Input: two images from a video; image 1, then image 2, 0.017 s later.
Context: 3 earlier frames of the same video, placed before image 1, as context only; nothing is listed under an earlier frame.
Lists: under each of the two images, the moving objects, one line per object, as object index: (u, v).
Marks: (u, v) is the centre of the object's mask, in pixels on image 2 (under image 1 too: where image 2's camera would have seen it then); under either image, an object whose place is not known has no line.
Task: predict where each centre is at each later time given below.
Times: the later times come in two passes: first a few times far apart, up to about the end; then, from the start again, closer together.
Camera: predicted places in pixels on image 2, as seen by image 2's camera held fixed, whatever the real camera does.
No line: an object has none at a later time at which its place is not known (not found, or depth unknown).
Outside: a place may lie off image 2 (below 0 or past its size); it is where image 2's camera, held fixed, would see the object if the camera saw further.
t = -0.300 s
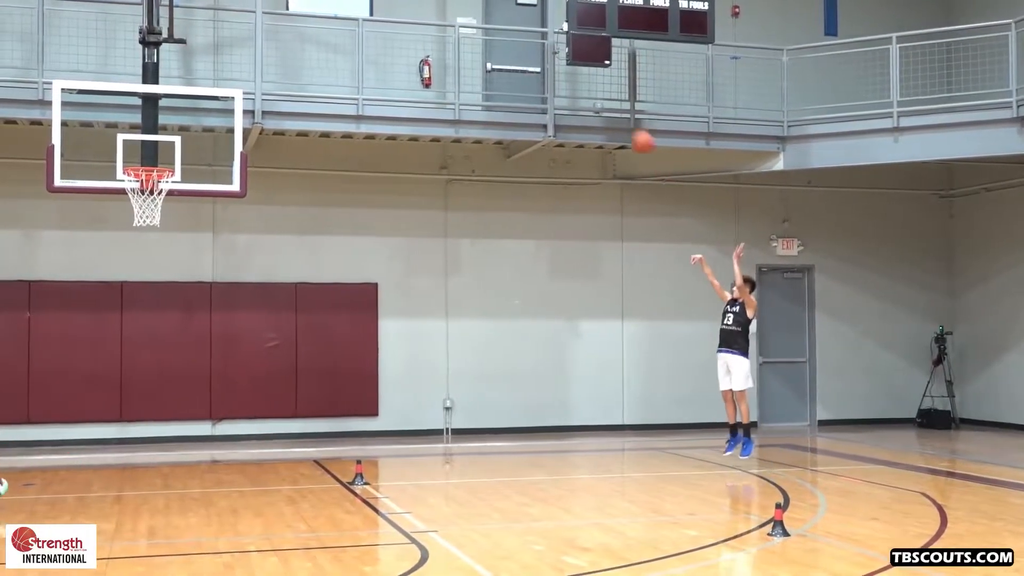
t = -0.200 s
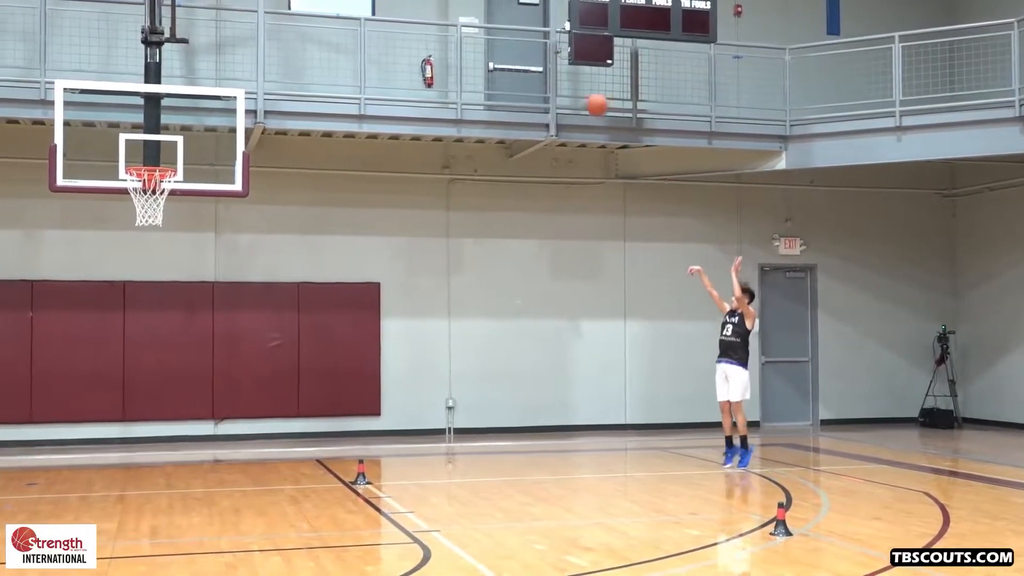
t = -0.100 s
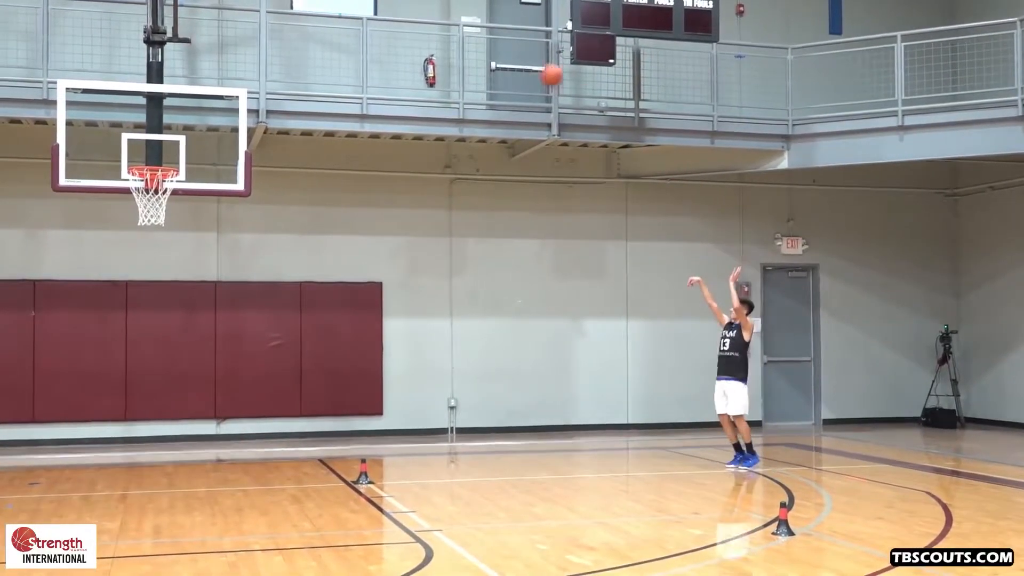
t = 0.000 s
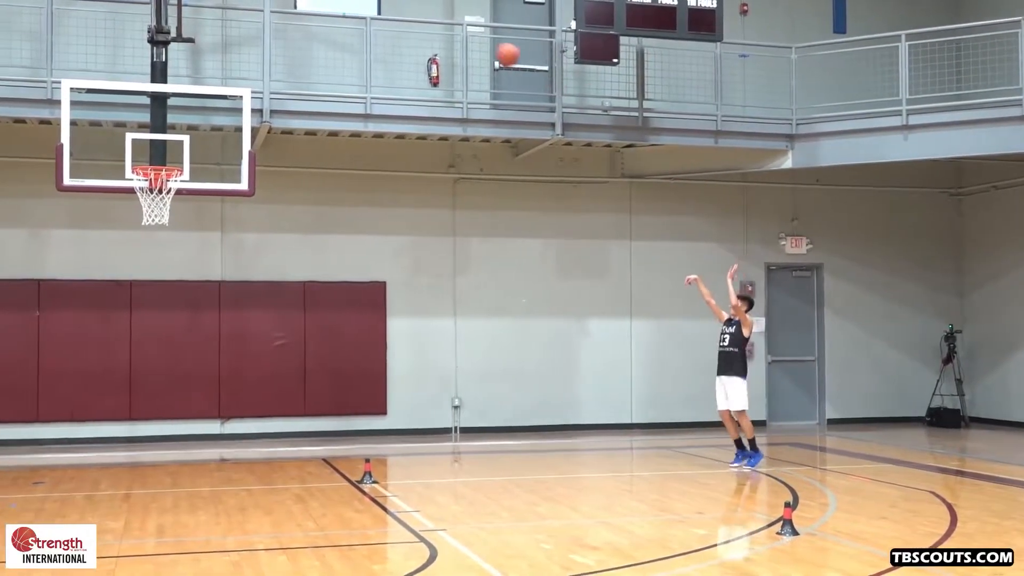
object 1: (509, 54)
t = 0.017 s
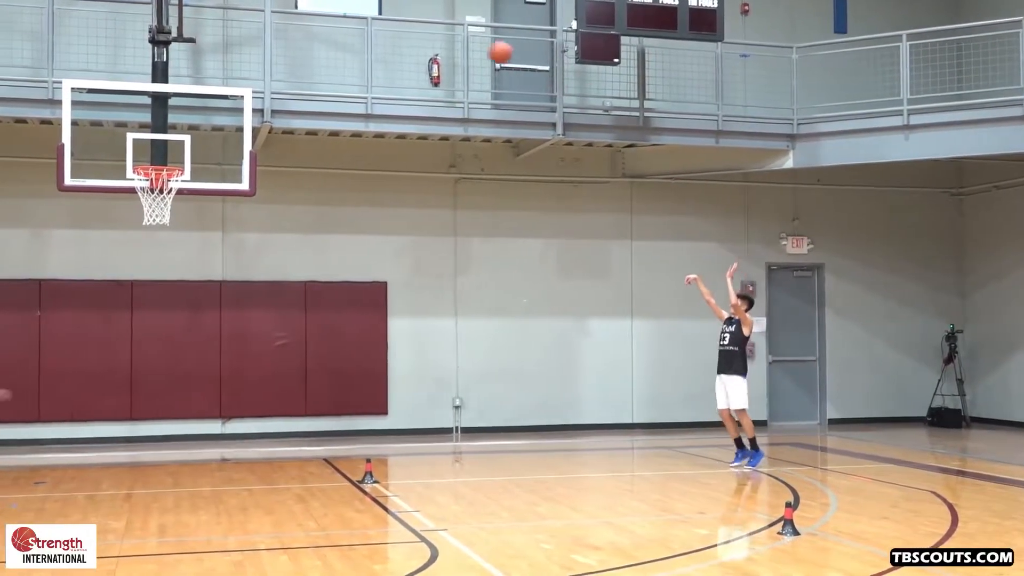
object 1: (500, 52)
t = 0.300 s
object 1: (362, 49)
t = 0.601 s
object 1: (211, 130)
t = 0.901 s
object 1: (103, 220)
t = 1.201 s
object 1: (51, 329)
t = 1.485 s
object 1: (7, 446)
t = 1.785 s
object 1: (28, 347)
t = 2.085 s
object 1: (48, 337)
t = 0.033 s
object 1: (493, 50)
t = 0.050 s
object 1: (484, 48)
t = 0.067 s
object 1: (476, 47)
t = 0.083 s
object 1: (468, 45)
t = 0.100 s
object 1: (460, 44)
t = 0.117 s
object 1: (451, 43)
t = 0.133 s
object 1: (443, 42)
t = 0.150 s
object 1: (435, 42)
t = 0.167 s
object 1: (427, 42)
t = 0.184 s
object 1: (419, 41)
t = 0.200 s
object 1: (411, 42)
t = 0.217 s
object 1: (403, 42)
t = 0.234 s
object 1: (395, 43)
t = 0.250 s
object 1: (387, 44)
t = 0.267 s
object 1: (378, 46)
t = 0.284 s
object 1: (370, 47)
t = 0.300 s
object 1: (362, 49)
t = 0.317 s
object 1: (354, 51)
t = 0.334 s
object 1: (346, 53)
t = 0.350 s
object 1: (337, 56)
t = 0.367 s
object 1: (329, 59)
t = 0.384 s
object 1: (320, 63)
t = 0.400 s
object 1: (312, 66)
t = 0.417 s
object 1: (304, 70)
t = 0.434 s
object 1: (295, 74)
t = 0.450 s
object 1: (287, 78)
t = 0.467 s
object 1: (278, 82)
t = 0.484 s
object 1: (270, 87)
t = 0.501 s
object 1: (261, 92)
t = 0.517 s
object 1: (253, 98)
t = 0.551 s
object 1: (234, 110)
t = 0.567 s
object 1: (226, 117)
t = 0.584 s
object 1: (218, 123)
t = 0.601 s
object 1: (211, 130)
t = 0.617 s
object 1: (201, 136)
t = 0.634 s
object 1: (193, 143)
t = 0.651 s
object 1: (183, 151)
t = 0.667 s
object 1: (173, 158)
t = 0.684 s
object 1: (167, 160)
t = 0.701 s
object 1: (159, 177)
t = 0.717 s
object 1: (150, 183)
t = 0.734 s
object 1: (139, 193)
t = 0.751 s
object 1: (133, 197)
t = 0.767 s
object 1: (128, 199)
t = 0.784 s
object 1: (125, 201)
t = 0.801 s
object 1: (123, 202)
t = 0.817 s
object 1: (119, 206)
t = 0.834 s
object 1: (116, 208)
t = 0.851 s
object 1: (113, 211)
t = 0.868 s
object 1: (110, 214)
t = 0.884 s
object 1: (106, 217)
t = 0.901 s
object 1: (103, 220)
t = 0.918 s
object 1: (100, 224)
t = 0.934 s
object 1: (97, 228)
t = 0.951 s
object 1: (94, 232)
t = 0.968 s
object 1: (91, 237)
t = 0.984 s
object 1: (89, 242)
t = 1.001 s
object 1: (86, 247)
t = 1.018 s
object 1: (83, 252)
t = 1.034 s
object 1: (80, 258)
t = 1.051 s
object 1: (77, 265)
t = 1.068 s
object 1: (74, 270)
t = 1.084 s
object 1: (71, 277)
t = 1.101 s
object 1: (68, 284)
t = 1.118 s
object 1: (67, 290)
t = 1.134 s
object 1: (64, 297)
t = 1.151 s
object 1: (61, 304)
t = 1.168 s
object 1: (58, 312)
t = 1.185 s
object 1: (54, 320)
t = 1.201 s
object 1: (51, 329)
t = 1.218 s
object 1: (48, 339)
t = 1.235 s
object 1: (43, 348)
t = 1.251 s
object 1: (40, 358)
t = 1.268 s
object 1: (36, 367)
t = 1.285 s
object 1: (34, 377)
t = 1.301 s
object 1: (31, 387)
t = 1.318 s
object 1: (28, 397)
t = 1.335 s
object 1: (25, 408)
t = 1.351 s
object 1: (19, 417)
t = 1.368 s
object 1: (16, 430)
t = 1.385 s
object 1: (14, 443)
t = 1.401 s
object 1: (10, 453)
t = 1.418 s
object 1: (4, 465)
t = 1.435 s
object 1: (4, 471)
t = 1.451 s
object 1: (5, 463)
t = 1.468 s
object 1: (5, 453)
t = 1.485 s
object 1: (7, 446)
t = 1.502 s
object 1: (9, 438)
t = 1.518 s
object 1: (8, 429)
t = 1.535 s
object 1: (9, 422)
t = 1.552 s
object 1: (11, 414)
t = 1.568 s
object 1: (14, 408)
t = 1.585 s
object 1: (15, 402)
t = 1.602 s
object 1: (15, 396)
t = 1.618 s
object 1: (16, 390)
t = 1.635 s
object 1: (17, 385)
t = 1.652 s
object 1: (19, 379)
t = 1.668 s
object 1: (20, 374)
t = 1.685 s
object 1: (23, 369)
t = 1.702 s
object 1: (25, 365)
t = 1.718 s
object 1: (25, 360)
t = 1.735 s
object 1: (25, 356)
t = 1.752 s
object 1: (27, 353)
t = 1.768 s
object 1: (27, 349)
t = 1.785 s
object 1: (28, 347)
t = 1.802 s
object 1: (30, 344)
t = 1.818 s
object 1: (31, 341)
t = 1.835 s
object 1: (32, 339)
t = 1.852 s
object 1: (33, 337)
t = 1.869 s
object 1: (34, 335)
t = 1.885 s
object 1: (36, 333)
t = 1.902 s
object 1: (37, 332)
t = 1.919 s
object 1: (38, 331)
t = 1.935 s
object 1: (39, 331)
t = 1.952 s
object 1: (40, 330)
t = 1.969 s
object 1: (41, 330)
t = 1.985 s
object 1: (42, 331)
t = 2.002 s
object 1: (43, 331)
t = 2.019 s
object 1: (44, 331)
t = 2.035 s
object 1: (45, 332)
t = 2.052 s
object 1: (46, 334)
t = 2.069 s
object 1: (47, 335)
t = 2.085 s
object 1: (48, 337)
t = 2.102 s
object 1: (49, 339)
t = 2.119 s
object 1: (50, 342)
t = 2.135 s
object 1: (50, 345)
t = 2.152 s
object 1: (51, 347)
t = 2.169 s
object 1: (52, 351)
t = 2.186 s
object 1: (53, 354)
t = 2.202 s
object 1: (53, 358)
